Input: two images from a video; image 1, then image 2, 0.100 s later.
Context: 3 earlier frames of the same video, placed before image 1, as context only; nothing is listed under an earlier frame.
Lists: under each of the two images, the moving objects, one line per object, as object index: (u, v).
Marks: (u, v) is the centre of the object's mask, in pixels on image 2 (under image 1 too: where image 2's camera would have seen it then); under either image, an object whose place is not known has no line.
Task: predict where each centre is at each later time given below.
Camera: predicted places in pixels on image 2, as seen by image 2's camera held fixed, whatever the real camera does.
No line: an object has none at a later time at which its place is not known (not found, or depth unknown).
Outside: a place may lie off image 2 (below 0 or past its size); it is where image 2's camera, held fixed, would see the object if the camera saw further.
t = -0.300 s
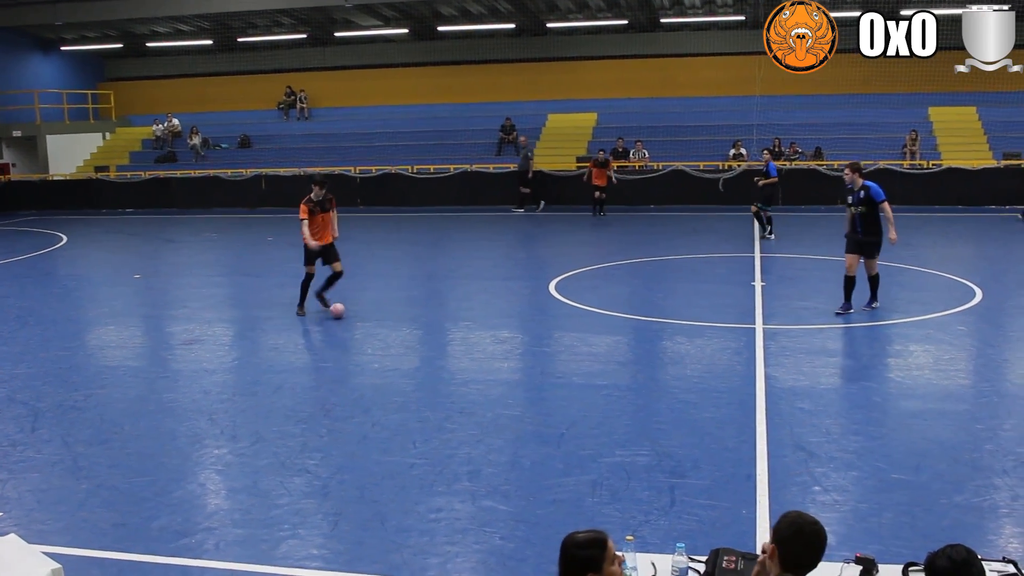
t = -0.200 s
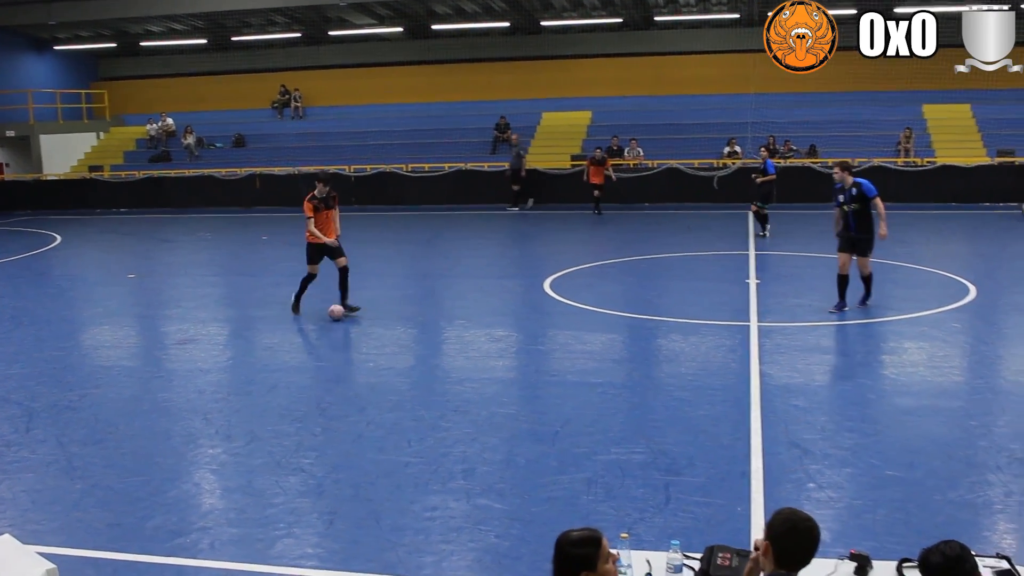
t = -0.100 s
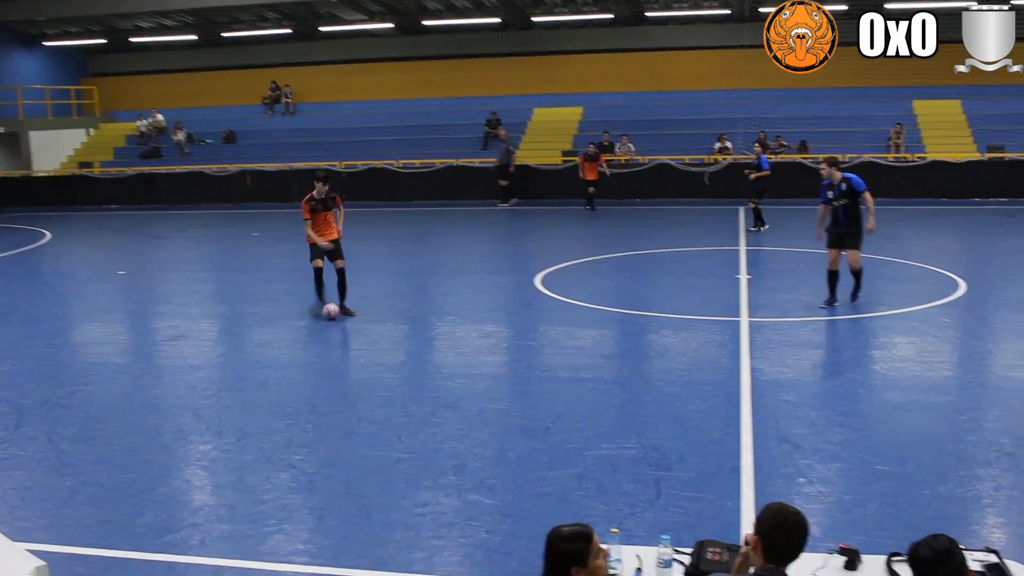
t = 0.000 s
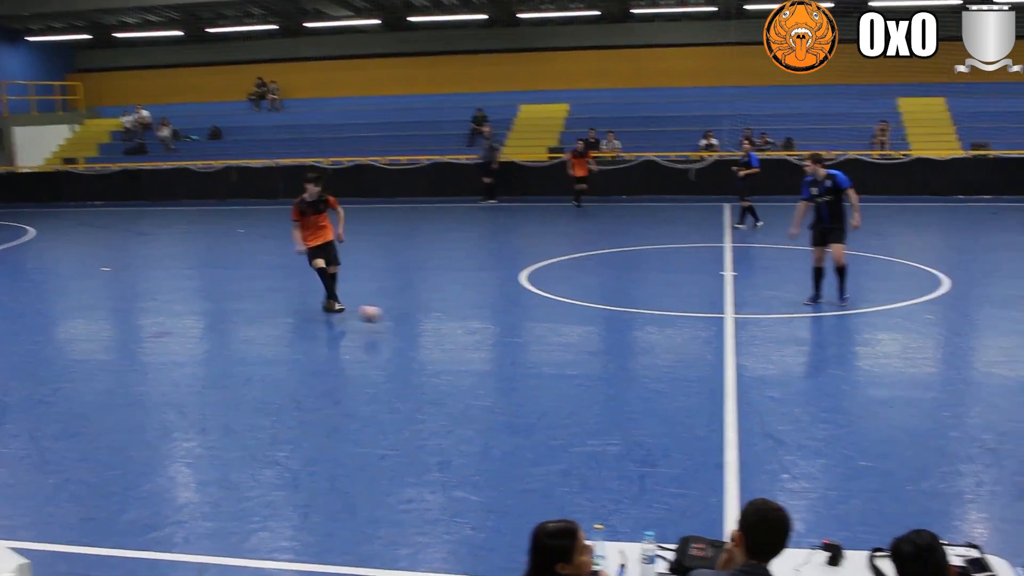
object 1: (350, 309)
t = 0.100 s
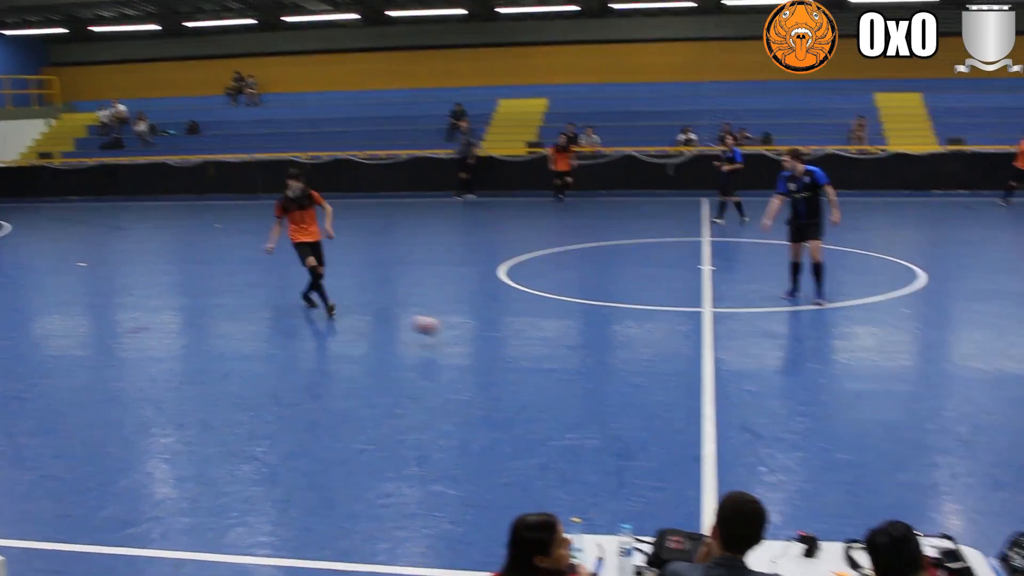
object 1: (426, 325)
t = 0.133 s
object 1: (454, 333)
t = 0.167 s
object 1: (485, 342)
